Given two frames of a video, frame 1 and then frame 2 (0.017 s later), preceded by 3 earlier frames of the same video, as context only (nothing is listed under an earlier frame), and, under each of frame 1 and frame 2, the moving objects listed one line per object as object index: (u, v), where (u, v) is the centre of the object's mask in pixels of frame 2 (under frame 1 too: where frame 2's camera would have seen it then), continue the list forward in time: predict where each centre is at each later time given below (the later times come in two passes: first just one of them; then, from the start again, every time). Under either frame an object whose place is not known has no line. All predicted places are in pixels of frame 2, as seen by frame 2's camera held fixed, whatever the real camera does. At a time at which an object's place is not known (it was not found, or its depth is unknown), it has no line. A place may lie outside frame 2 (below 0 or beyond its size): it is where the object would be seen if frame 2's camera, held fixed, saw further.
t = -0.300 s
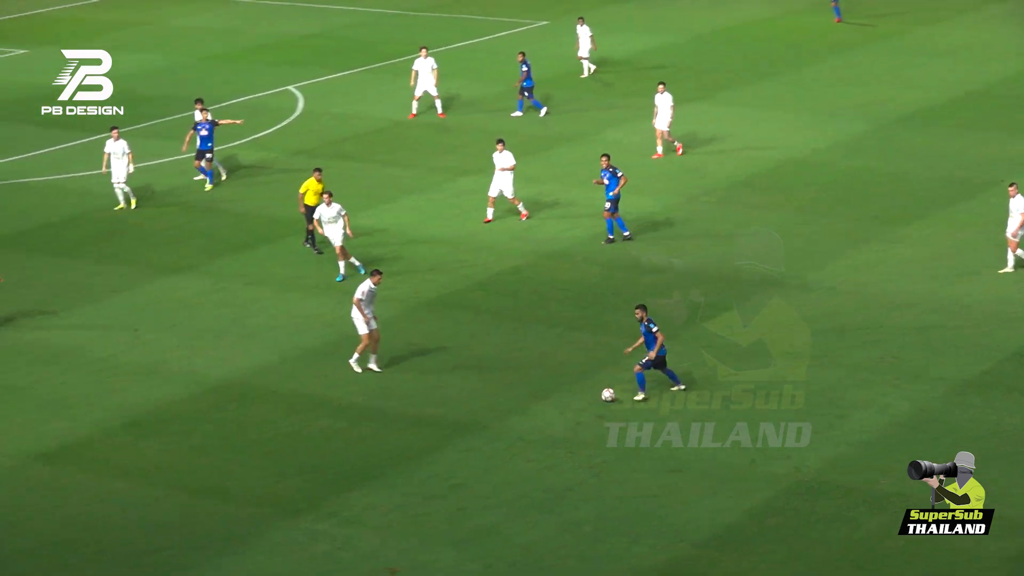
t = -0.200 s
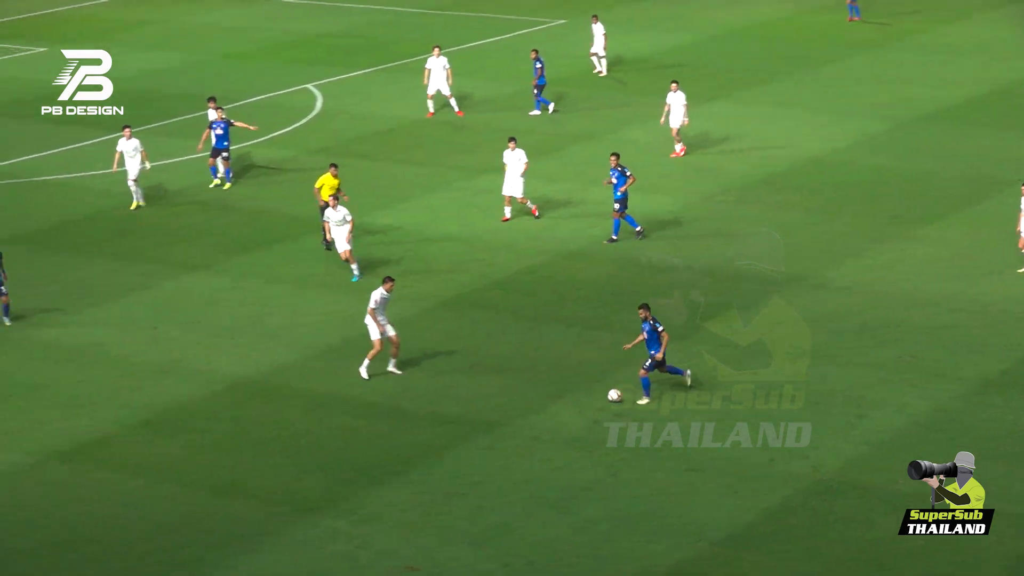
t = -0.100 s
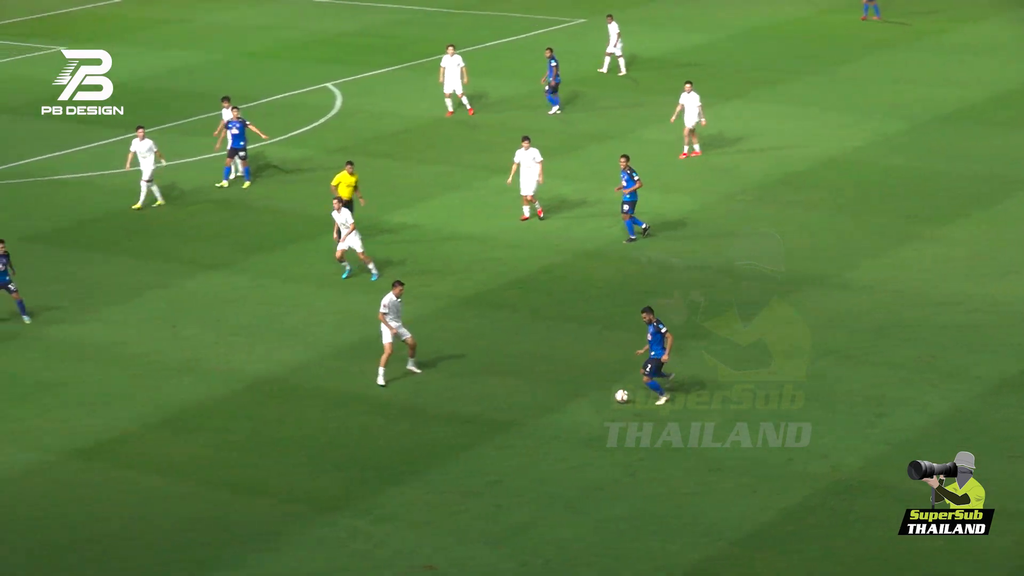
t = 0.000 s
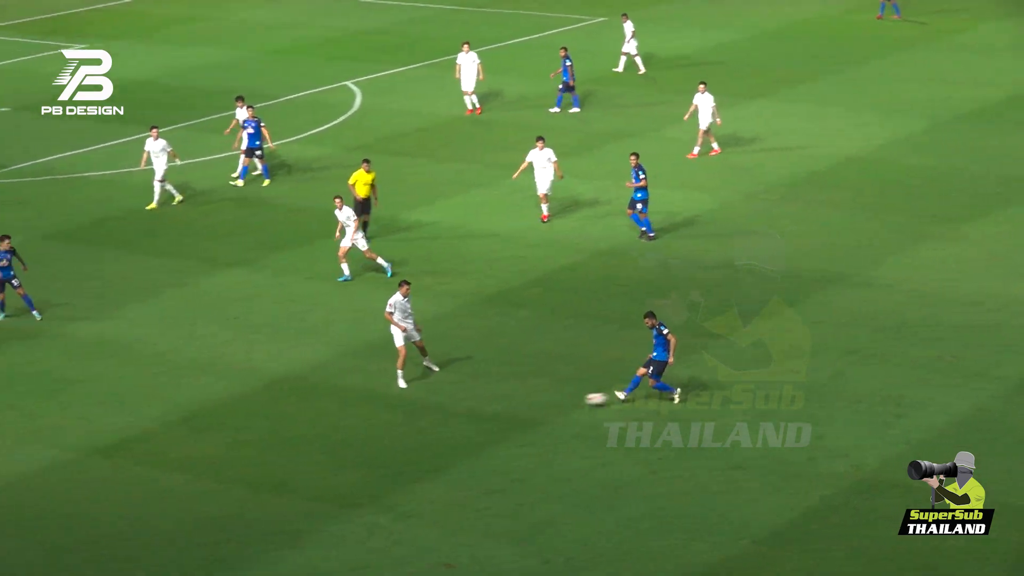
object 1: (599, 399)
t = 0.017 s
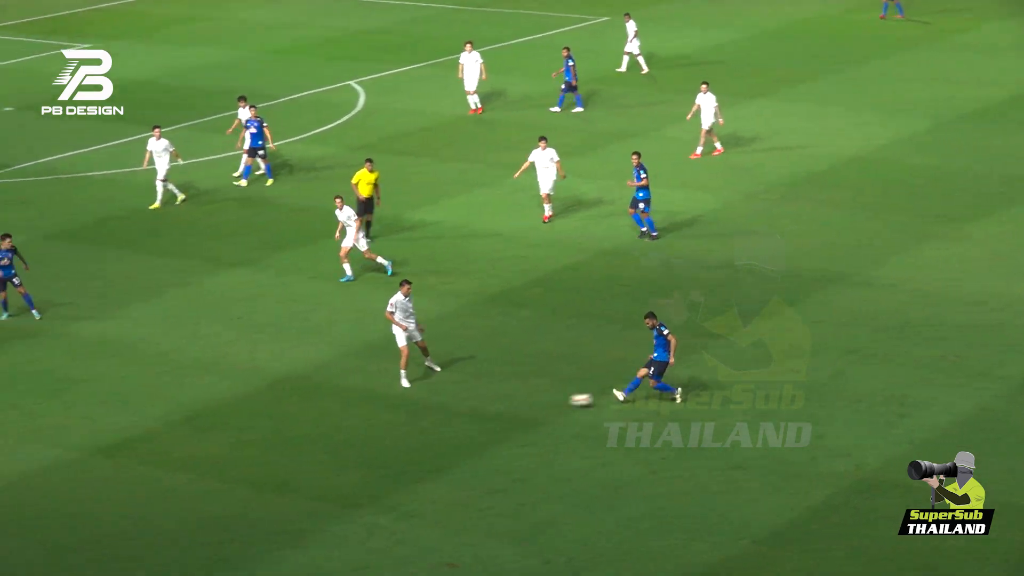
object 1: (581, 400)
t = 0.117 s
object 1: (476, 410)
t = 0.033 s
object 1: (564, 402)
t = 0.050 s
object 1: (547, 403)
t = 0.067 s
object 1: (529, 404)
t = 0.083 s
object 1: (511, 406)
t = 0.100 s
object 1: (494, 408)
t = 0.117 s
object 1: (476, 410)
